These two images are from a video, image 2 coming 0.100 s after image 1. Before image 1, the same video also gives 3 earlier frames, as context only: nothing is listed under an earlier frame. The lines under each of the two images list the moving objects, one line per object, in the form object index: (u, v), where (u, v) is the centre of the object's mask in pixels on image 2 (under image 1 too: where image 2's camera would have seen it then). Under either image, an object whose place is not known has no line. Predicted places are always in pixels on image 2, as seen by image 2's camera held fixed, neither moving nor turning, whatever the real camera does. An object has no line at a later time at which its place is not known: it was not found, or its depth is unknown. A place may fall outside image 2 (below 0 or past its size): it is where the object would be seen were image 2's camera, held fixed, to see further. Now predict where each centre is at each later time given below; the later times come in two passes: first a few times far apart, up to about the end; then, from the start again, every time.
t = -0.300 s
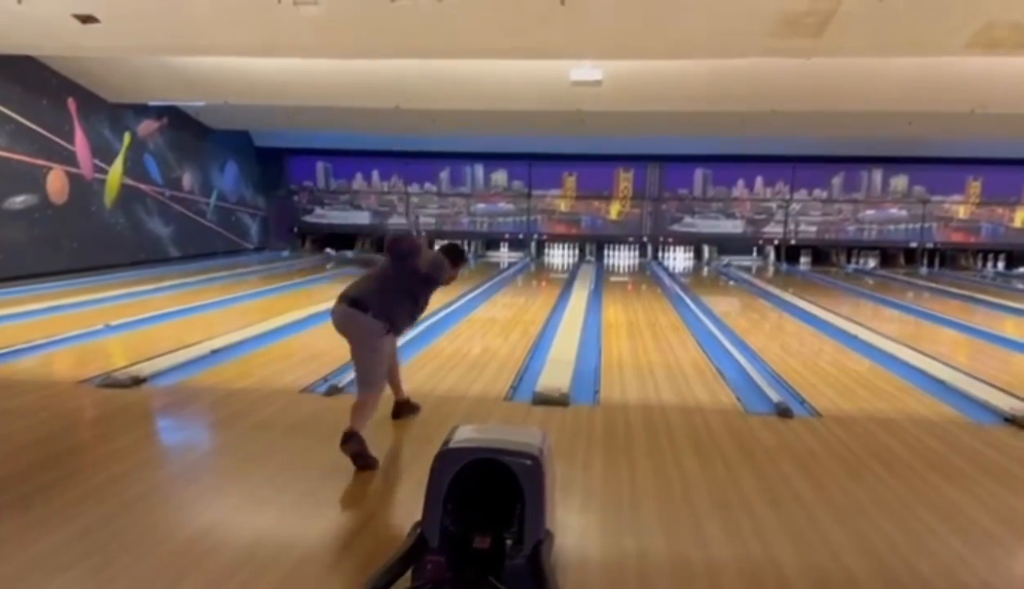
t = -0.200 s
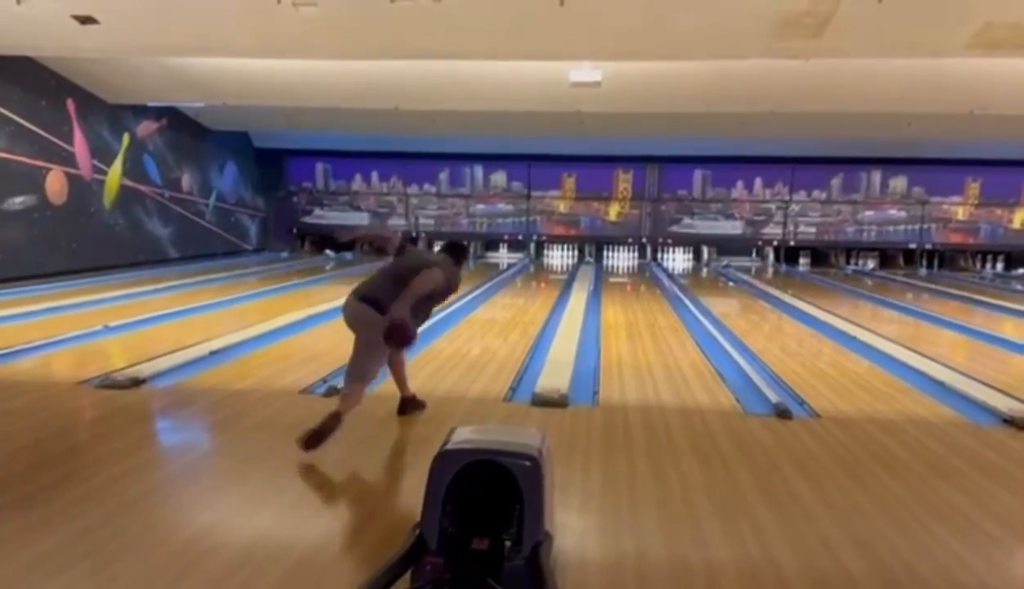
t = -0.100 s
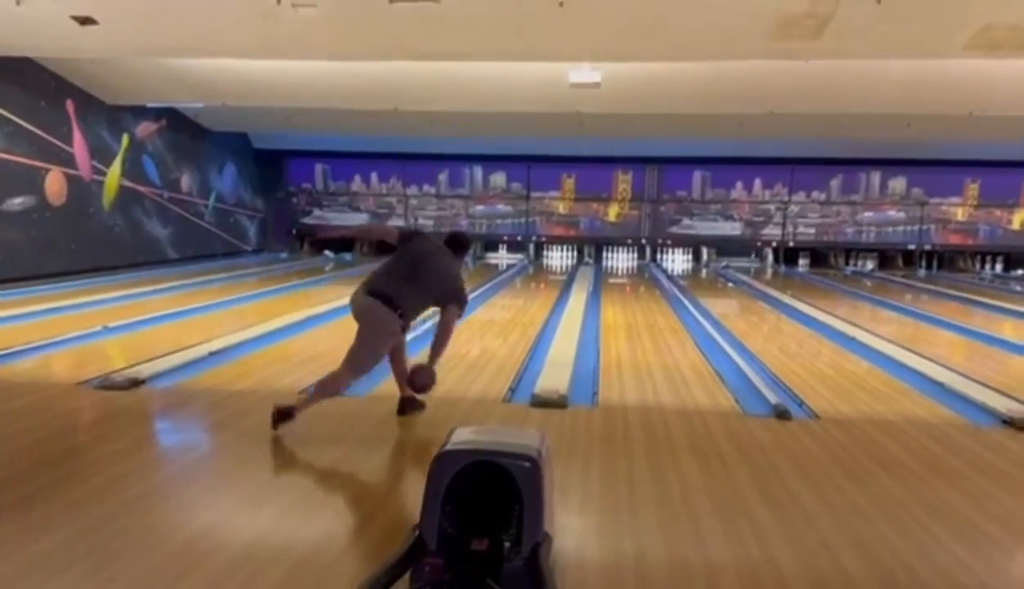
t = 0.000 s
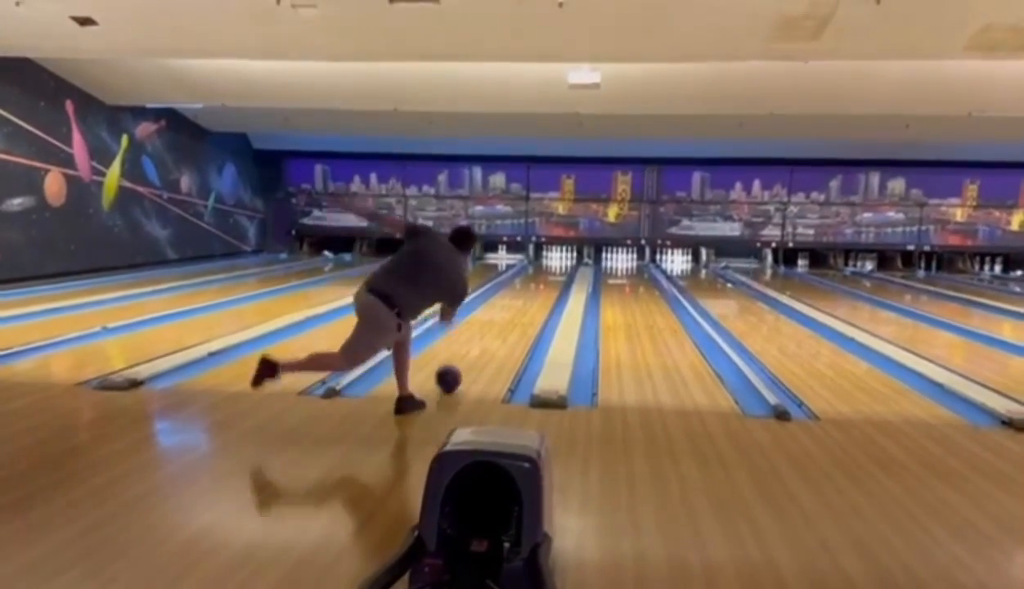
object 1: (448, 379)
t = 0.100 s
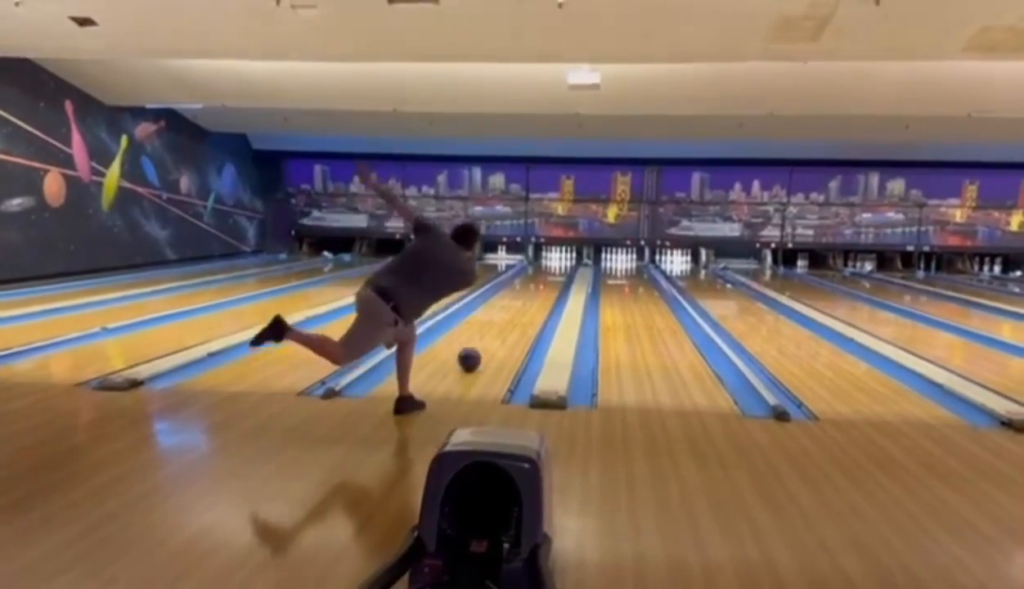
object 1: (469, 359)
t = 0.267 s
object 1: (496, 336)
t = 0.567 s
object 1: (526, 308)
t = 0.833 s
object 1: (542, 292)
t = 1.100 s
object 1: (552, 281)
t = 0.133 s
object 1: (475, 354)
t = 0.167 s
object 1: (481, 349)
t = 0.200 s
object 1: (486, 344)
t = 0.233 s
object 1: (491, 340)
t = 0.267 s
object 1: (496, 336)
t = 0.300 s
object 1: (500, 332)
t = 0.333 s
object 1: (504, 328)
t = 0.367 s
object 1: (508, 325)
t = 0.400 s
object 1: (511, 321)
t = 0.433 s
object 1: (515, 318)
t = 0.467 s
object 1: (517, 316)
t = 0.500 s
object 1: (520, 313)
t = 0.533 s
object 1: (523, 310)
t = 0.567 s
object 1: (526, 308)
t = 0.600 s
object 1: (528, 306)
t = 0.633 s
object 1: (531, 303)
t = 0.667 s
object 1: (533, 301)
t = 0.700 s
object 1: (535, 299)
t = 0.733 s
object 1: (537, 297)
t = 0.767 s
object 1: (539, 296)
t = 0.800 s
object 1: (540, 294)
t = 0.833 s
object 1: (542, 292)
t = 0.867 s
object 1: (544, 290)
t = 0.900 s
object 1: (545, 290)
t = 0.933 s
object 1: (547, 288)
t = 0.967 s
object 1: (548, 287)
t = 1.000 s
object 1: (549, 286)
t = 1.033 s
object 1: (550, 284)
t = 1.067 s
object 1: (550, 283)
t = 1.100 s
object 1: (552, 281)
